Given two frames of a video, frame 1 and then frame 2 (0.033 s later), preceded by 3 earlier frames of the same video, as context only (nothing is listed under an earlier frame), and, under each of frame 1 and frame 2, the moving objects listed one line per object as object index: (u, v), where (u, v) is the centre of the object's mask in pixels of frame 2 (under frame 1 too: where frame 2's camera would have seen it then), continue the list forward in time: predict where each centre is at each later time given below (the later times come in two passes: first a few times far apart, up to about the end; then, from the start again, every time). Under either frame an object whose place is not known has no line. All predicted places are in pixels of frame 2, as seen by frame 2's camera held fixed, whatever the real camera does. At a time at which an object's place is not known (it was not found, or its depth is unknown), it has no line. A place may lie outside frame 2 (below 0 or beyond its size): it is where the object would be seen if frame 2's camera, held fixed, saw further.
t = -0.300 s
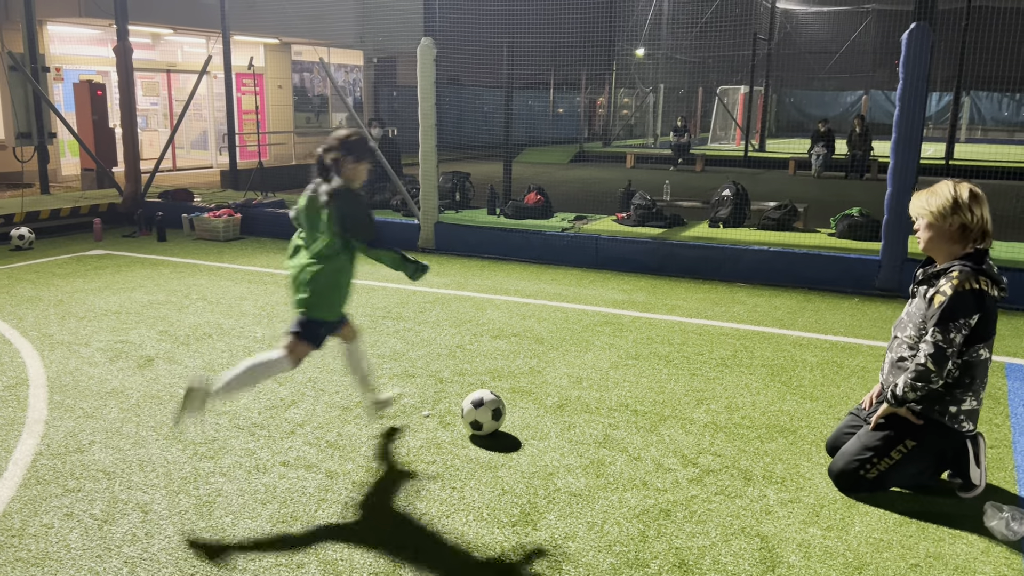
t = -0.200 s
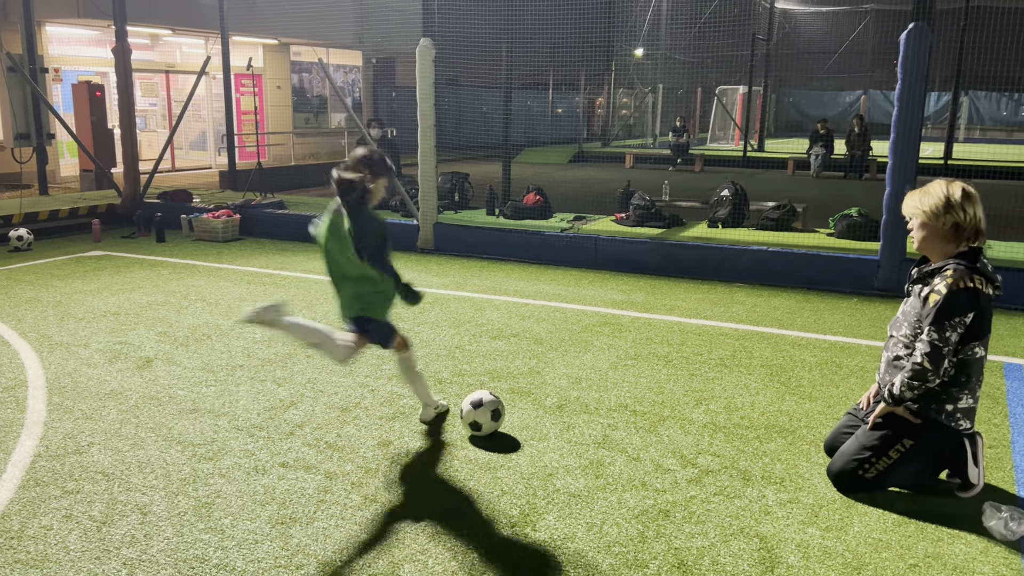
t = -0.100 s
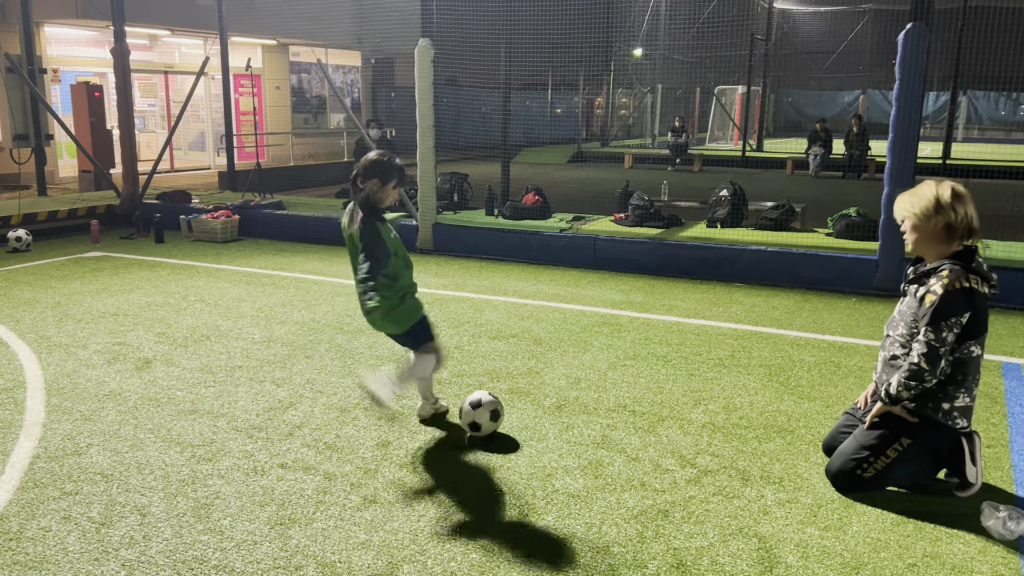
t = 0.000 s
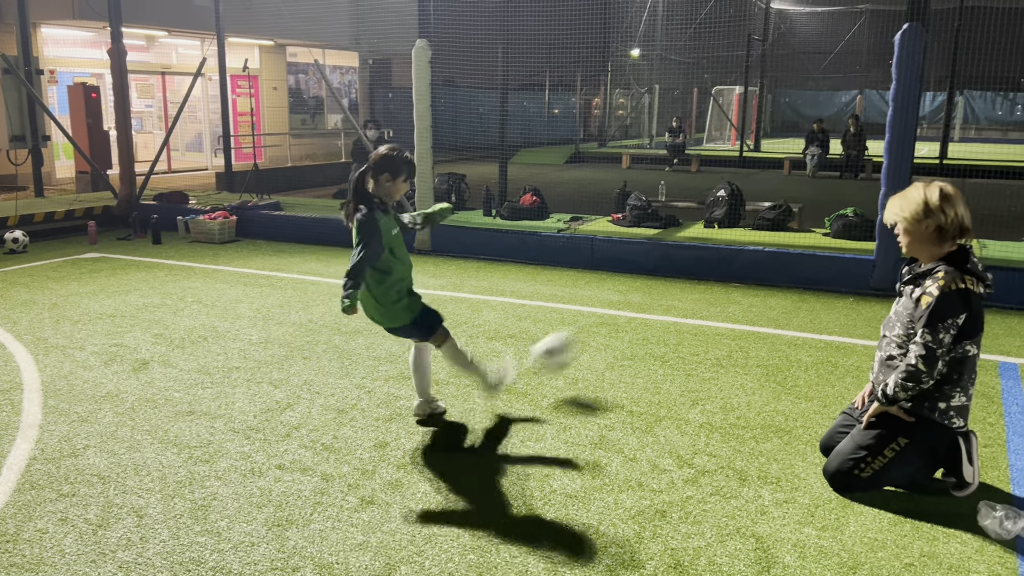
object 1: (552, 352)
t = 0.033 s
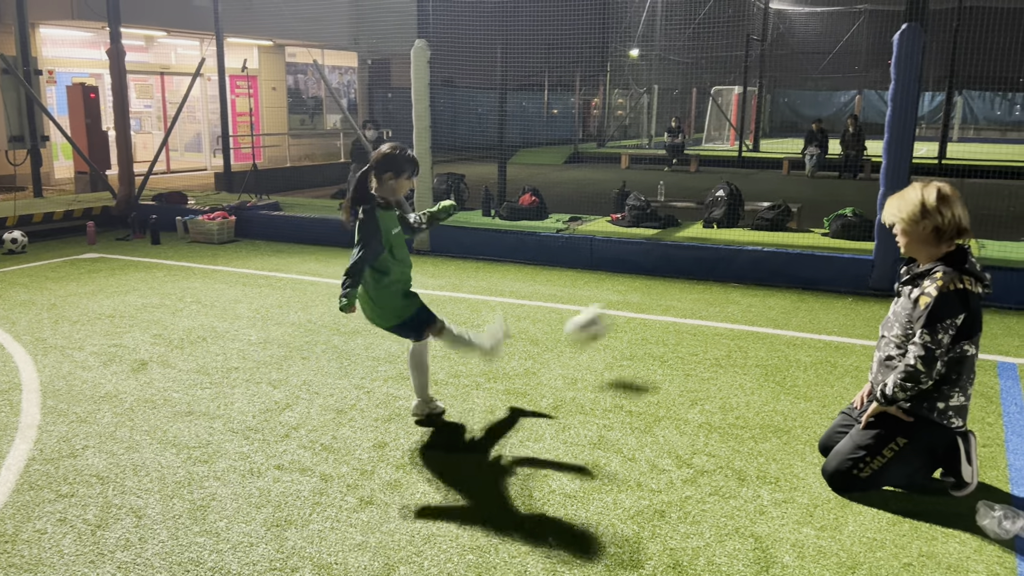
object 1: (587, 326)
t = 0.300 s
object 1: (758, 235)
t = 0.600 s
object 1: (765, 202)
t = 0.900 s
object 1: (763, 280)
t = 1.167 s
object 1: (773, 264)
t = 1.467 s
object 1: (781, 310)
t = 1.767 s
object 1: (789, 311)
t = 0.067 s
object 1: (622, 301)
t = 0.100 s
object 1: (649, 284)
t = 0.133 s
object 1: (674, 268)
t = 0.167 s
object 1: (694, 259)
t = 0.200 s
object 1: (713, 249)
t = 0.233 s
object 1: (731, 241)
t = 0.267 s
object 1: (746, 234)
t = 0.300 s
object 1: (758, 235)
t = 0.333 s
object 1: (761, 228)
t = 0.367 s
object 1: (762, 221)
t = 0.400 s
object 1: (762, 215)
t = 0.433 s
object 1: (763, 210)
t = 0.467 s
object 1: (764, 206)
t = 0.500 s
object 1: (764, 202)
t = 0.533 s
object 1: (765, 201)
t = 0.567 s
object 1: (765, 201)
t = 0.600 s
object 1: (765, 202)
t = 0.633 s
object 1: (765, 204)
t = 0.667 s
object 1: (765, 208)
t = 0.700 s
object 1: (765, 214)
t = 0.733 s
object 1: (765, 219)
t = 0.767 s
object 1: (765, 229)
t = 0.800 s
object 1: (765, 239)
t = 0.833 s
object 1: (764, 252)
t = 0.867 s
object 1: (764, 266)
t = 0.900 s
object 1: (763, 280)
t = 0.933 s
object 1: (763, 297)
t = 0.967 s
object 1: (764, 298)
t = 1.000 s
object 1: (766, 288)
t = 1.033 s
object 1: (767, 279)
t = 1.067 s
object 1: (768, 274)
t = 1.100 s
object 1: (770, 269)
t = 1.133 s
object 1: (771, 265)
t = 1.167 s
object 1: (773, 264)
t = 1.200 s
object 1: (774, 263)
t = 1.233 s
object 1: (775, 264)
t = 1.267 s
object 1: (776, 267)
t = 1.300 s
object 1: (777, 271)
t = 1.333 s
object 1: (778, 276)
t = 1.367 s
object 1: (779, 283)
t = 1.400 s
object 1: (779, 291)
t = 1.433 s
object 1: (780, 303)
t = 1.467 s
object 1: (781, 310)
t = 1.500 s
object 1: (782, 304)
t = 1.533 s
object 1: (783, 300)
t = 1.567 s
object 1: (784, 296)
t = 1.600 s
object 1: (785, 295)
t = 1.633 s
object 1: (786, 296)
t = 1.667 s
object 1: (787, 297)
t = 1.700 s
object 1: (788, 300)
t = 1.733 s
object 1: (789, 305)
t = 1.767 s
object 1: (789, 311)
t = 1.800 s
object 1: (789, 319)
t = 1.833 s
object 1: (790, 317)
